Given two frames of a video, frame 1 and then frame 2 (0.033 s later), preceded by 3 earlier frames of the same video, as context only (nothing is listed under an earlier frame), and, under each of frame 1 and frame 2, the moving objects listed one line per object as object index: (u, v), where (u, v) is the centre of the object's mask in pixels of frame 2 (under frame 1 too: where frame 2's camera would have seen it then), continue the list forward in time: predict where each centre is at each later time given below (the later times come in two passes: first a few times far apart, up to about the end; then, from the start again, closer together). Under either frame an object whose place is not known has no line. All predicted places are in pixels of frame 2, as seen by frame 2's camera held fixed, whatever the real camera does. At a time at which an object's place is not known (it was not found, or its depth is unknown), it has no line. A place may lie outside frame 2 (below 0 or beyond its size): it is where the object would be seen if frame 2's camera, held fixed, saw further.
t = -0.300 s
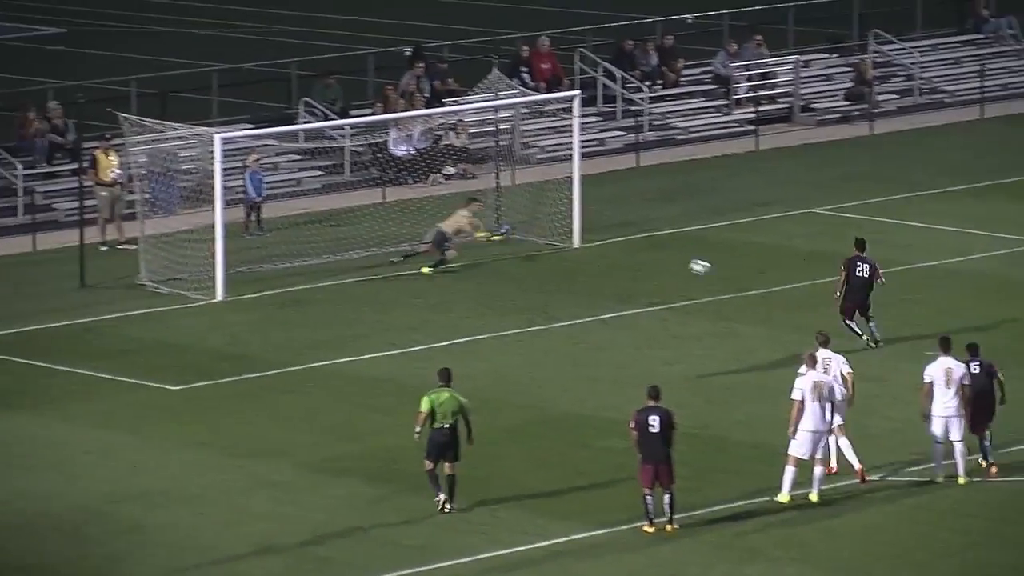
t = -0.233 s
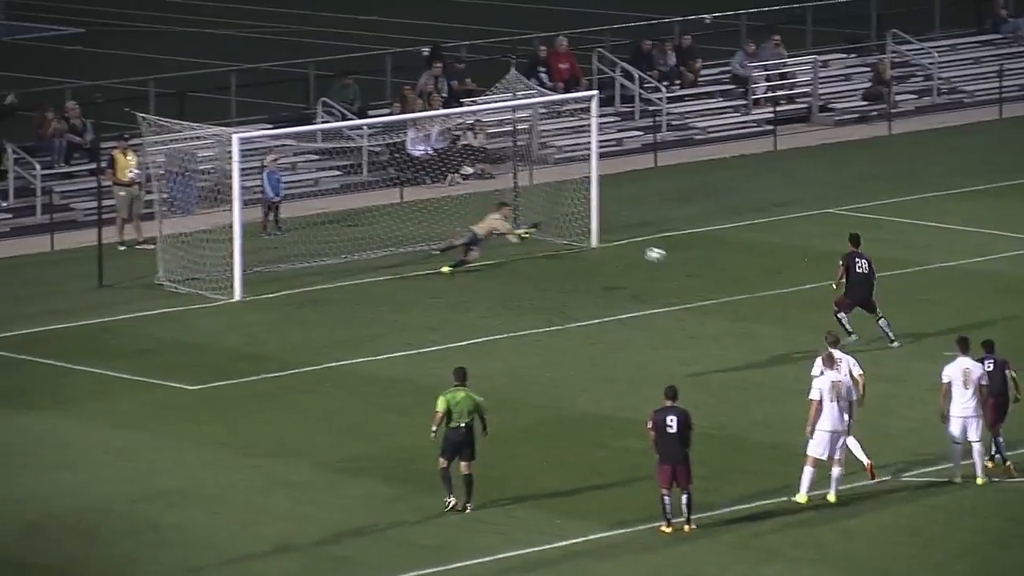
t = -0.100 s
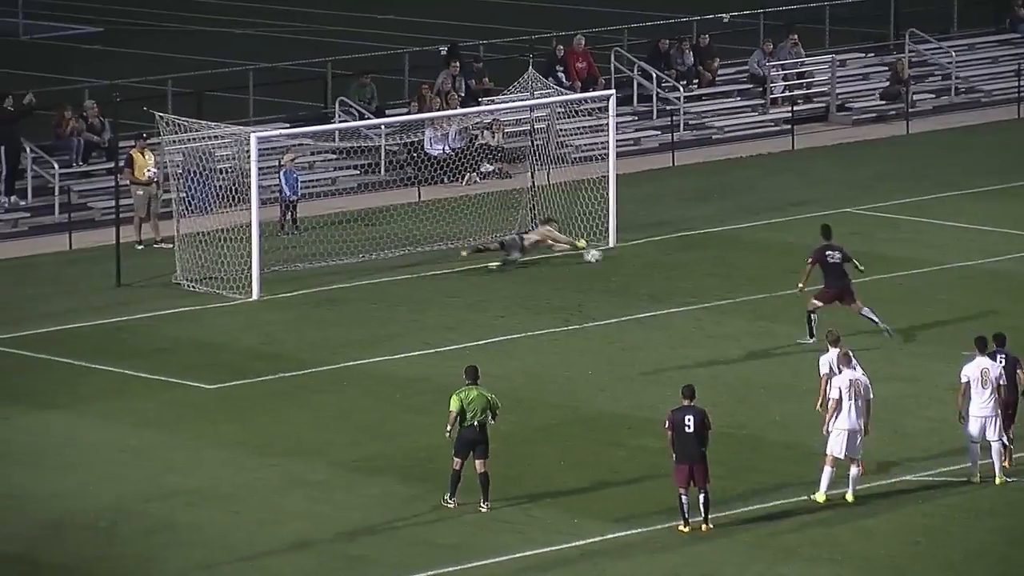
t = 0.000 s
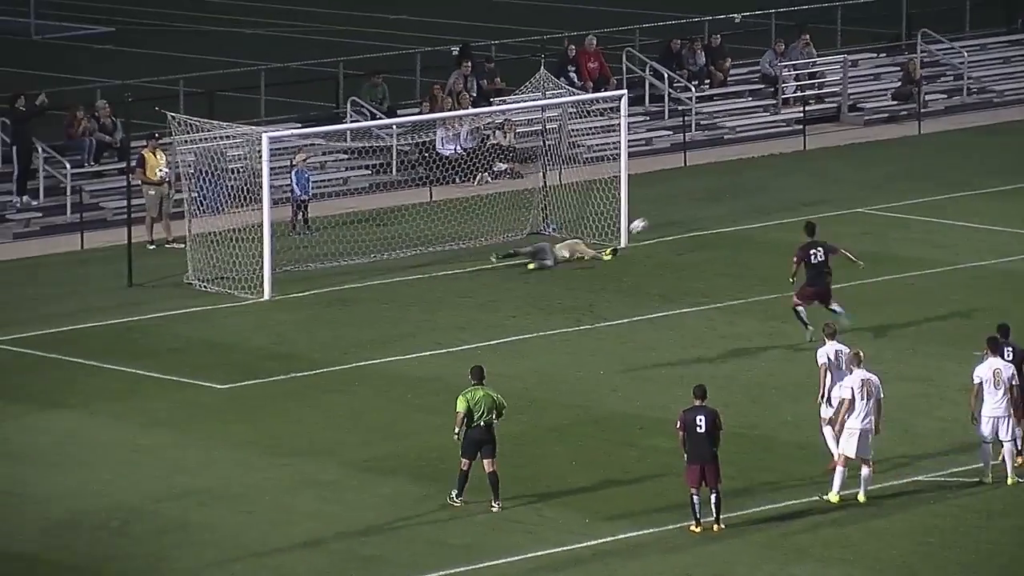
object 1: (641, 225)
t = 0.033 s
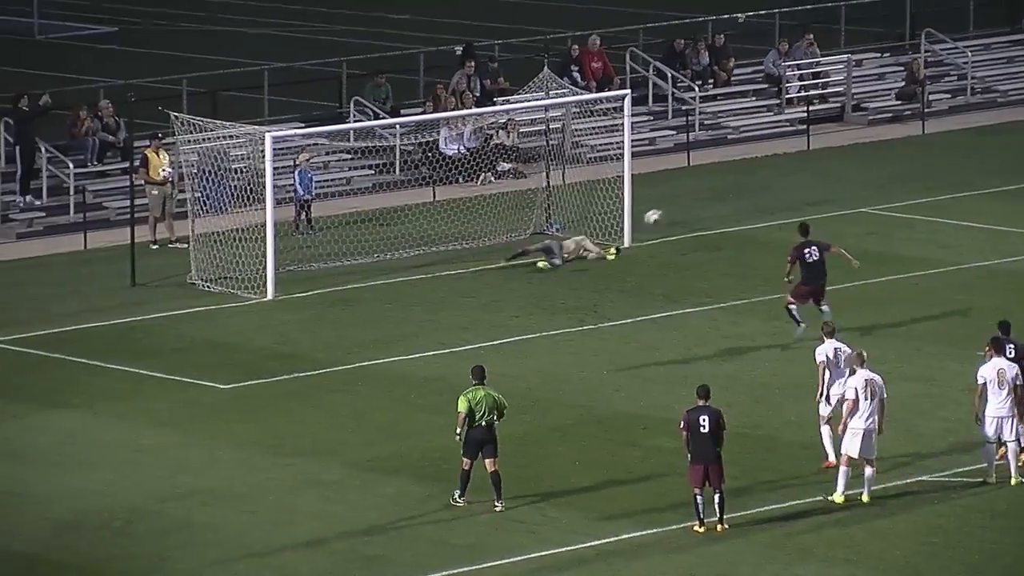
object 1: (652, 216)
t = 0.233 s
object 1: (719, 176)
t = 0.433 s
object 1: (786, 162)
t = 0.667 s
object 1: (860, 180)
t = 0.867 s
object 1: (924, 222)
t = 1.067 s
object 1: (987, 253)
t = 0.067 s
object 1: (664, 207)
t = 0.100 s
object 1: (675, 200)
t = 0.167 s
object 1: (697, 186)
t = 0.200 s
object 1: (708, 181)
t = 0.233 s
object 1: (719, 176)
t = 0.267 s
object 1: (730, 172)
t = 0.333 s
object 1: (753, 166)
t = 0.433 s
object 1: (786, 162)
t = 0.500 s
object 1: (807, 164)
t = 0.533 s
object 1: (818, 166)
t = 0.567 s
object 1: (829, 168)
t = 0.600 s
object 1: (839, 171)
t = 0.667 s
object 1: (860, 180)
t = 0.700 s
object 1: (871, 185)
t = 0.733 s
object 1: (882, 191)
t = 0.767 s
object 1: (892, 197)
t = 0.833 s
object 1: (913, 213)
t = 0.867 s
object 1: (924, 222)
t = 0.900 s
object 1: (934, 231)
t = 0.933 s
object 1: (943, 241)
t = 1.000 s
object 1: (964, 264)
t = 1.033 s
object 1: (976, 261)
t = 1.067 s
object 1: (987, 253)
